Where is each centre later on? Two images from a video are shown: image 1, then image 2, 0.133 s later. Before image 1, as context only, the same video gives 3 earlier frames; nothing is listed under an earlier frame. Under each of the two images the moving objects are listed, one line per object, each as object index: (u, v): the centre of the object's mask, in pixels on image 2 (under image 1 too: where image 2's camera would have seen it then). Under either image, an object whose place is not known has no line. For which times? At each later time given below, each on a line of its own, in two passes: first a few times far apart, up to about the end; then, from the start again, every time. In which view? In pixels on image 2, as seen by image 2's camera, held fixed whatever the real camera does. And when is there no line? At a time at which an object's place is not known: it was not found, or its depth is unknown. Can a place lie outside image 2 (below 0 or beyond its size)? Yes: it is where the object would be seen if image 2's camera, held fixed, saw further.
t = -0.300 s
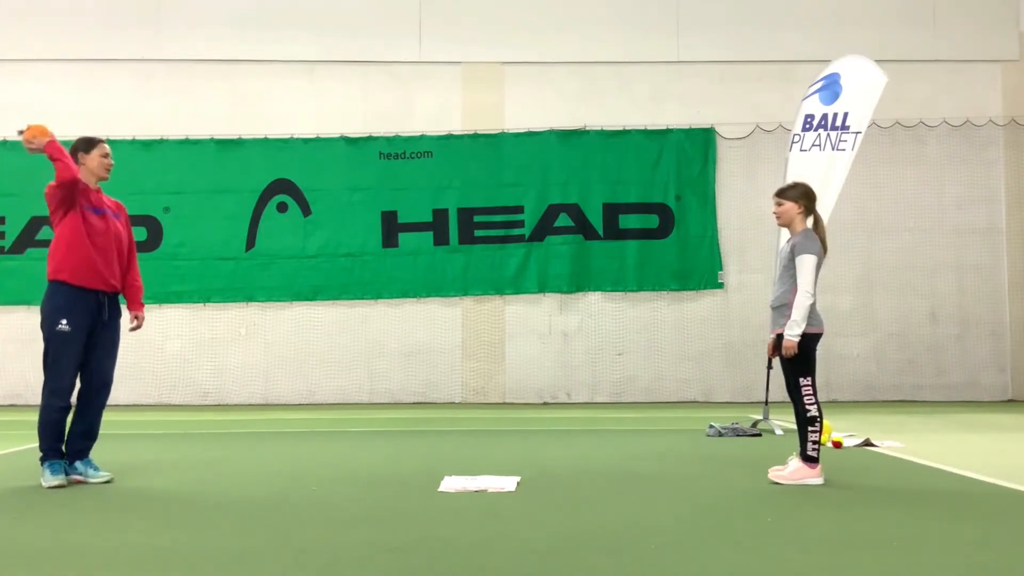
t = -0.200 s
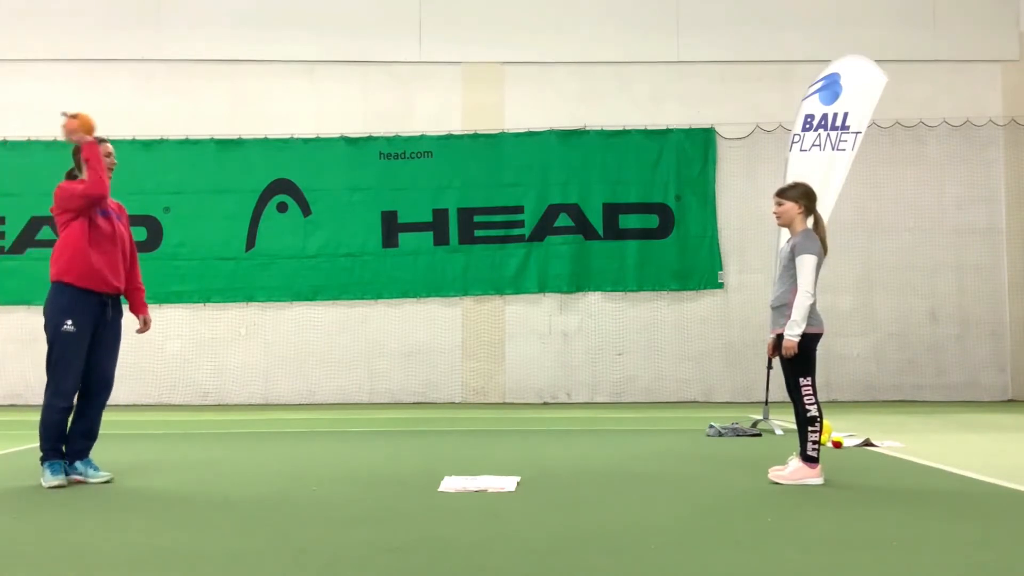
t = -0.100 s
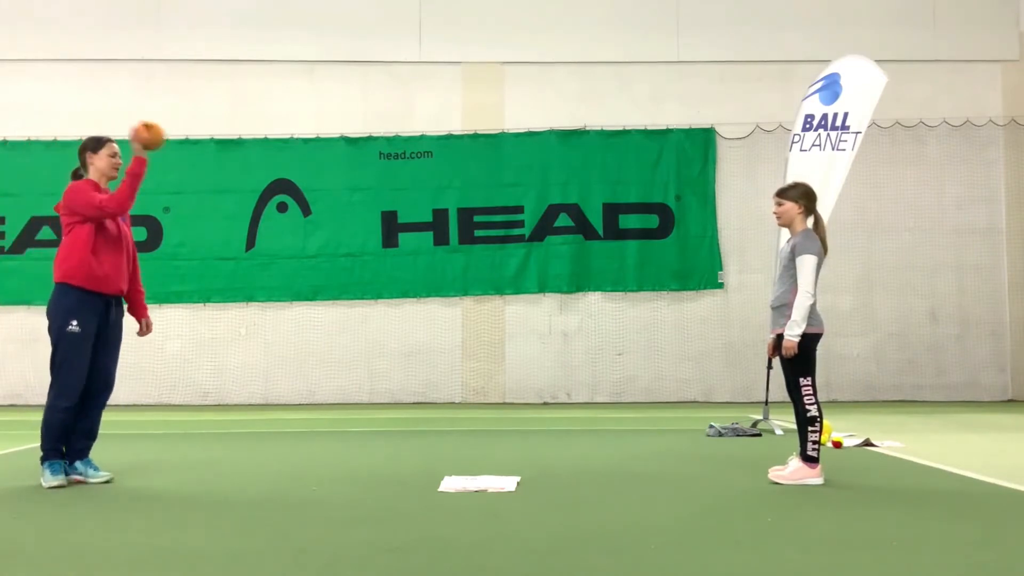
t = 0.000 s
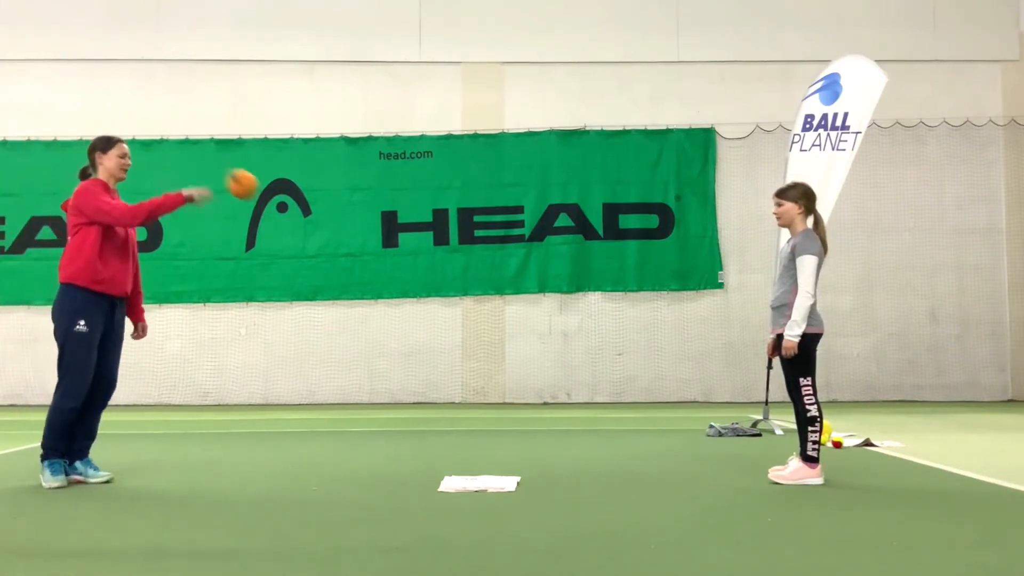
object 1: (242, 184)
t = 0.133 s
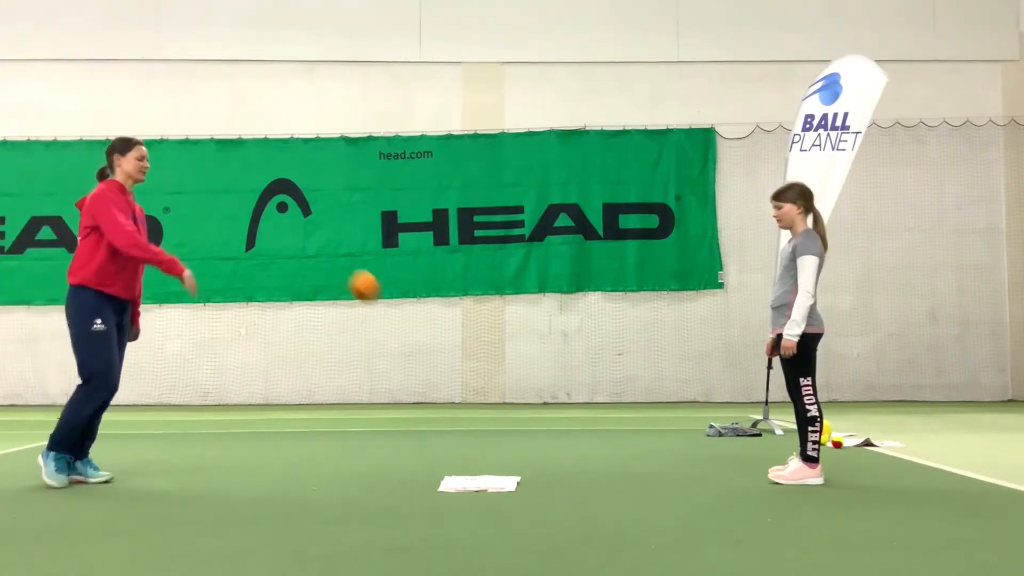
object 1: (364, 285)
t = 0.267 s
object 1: (483, 421)
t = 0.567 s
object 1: (624, 335)
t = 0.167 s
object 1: (394, 316)
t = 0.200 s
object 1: (423, 348)
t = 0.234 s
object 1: (453, 384)
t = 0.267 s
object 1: (483, 421)
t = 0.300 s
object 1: (511, 460)
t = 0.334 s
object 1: (529, 455)
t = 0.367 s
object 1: (543, 430)
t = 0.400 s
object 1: (556, 408)
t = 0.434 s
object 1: (571, 389)
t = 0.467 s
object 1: (584, 373)
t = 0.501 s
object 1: (597, 358)
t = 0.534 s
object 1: (611, 345)
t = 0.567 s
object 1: (624, 335)
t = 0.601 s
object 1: (638, 327)
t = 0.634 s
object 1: (651, 322)
